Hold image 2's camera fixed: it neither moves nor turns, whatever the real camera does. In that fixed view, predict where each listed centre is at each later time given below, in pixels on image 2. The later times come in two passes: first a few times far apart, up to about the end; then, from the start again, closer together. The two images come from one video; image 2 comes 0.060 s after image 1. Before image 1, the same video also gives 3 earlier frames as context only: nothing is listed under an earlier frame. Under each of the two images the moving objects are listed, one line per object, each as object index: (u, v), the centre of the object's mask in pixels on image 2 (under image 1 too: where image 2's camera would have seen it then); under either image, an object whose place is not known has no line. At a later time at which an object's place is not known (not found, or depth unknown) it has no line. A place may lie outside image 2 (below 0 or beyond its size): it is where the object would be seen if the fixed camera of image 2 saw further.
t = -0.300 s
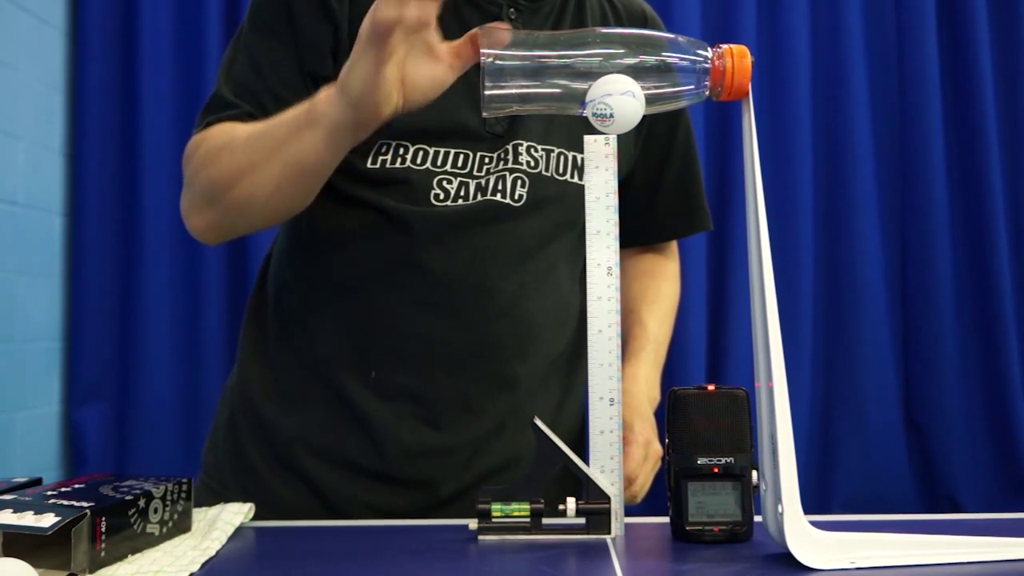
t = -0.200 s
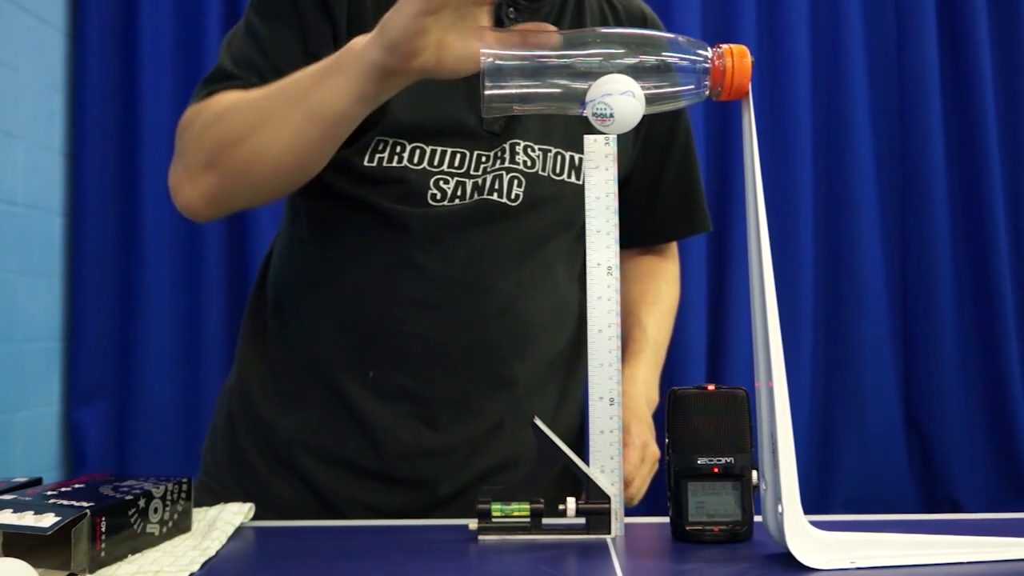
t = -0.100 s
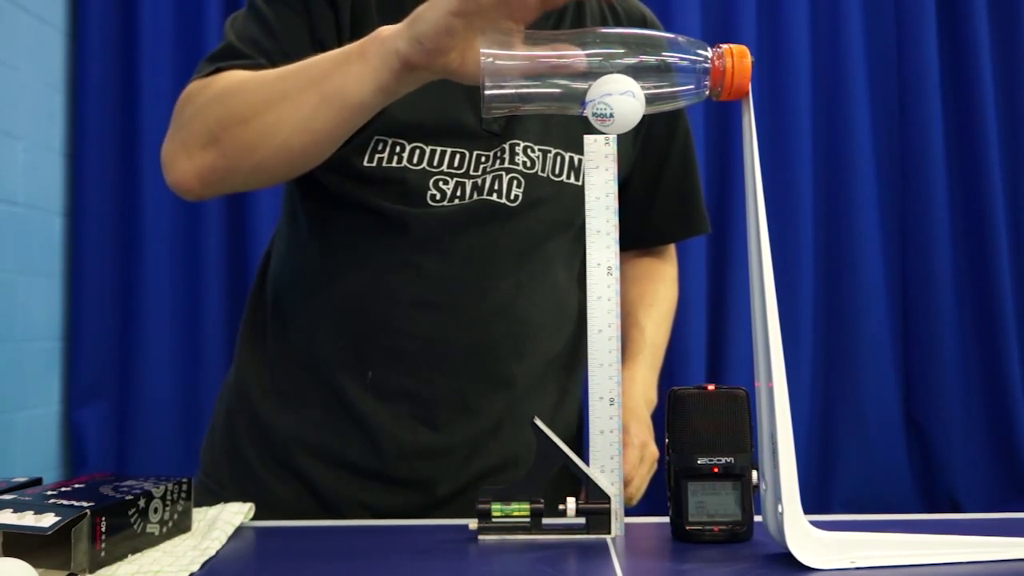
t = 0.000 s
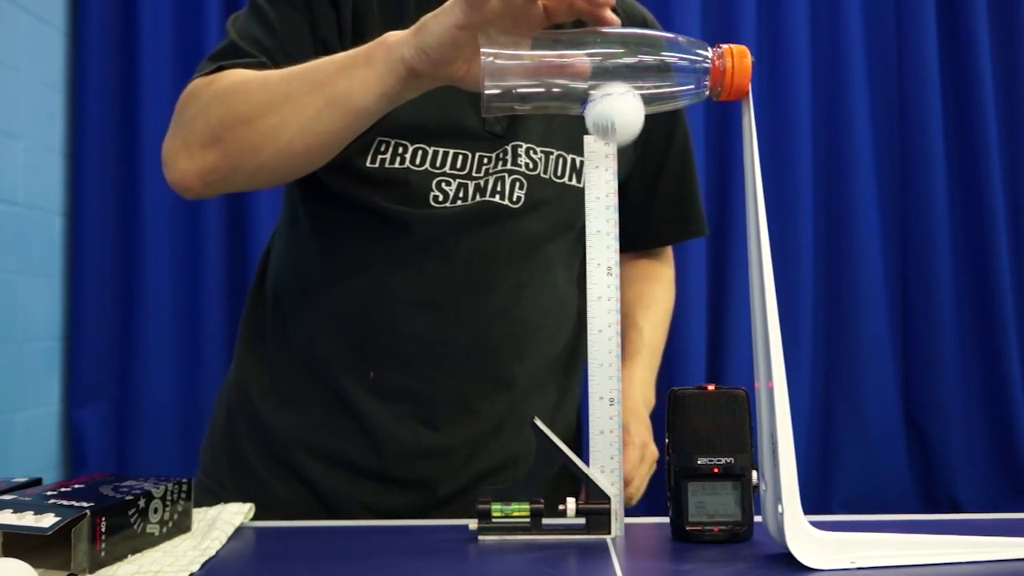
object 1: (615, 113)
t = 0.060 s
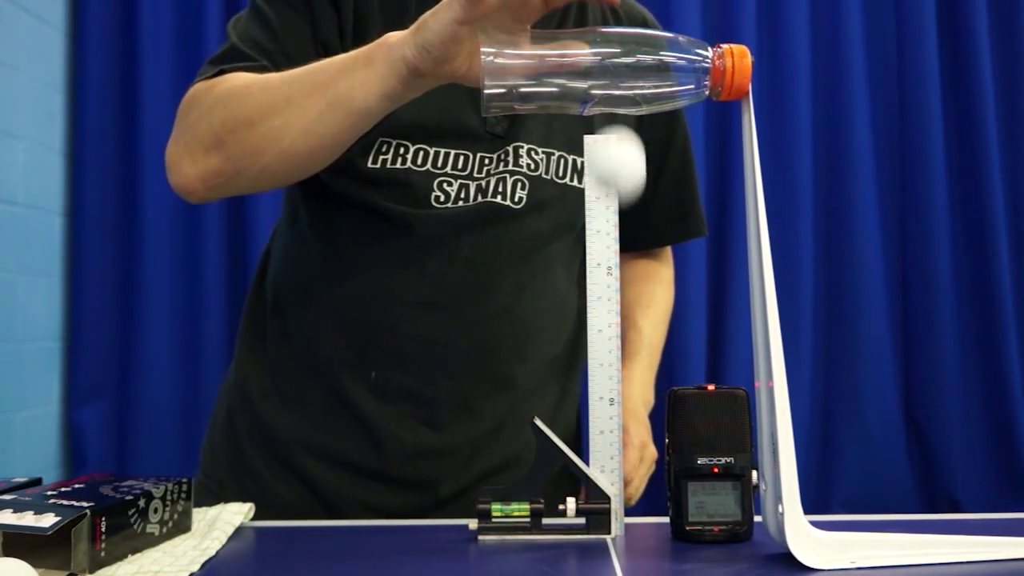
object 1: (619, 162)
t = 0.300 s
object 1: (628, 307)
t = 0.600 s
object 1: (637, 427)
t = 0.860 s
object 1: (632, 263)
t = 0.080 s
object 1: (622, 195)
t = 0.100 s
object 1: (625, 227)
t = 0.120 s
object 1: (630, 271)
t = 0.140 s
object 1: (631, 319)
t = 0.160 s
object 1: (630, 378)
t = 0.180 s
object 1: (632, 449)
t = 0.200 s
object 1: (628, 517)
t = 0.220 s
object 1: (628, 494)
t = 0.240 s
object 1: (629, 435)
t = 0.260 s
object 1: (628, 385)
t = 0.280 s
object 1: (628, 345)
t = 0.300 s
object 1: (628, 307)
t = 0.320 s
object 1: (624, 274)
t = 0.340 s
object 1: (623, 247)
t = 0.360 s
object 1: (623, 226)
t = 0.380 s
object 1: (622, 211)
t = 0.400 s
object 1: (621, 200)
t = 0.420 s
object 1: (620, 195)
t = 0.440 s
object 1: (621, 195)
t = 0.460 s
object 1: (622, 200)
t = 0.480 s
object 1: (624, 212)
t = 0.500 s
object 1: (625, 229)
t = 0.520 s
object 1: (626, 253)
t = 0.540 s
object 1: (629, 284)
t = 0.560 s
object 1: (634, 322)
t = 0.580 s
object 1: (636, 371)
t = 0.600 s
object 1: (637, 427)
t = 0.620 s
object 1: (639, 492)
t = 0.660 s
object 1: (639, 480)
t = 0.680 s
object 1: (638, 438)
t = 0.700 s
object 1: (637, 394)
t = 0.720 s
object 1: (635, 359)
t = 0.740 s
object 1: (634, 328)
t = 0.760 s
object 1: (632, 303)
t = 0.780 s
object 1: (632, 284)
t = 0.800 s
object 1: (631, 270)
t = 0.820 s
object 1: (631, 262)
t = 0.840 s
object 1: (631, 260)
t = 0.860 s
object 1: (632, 263)
